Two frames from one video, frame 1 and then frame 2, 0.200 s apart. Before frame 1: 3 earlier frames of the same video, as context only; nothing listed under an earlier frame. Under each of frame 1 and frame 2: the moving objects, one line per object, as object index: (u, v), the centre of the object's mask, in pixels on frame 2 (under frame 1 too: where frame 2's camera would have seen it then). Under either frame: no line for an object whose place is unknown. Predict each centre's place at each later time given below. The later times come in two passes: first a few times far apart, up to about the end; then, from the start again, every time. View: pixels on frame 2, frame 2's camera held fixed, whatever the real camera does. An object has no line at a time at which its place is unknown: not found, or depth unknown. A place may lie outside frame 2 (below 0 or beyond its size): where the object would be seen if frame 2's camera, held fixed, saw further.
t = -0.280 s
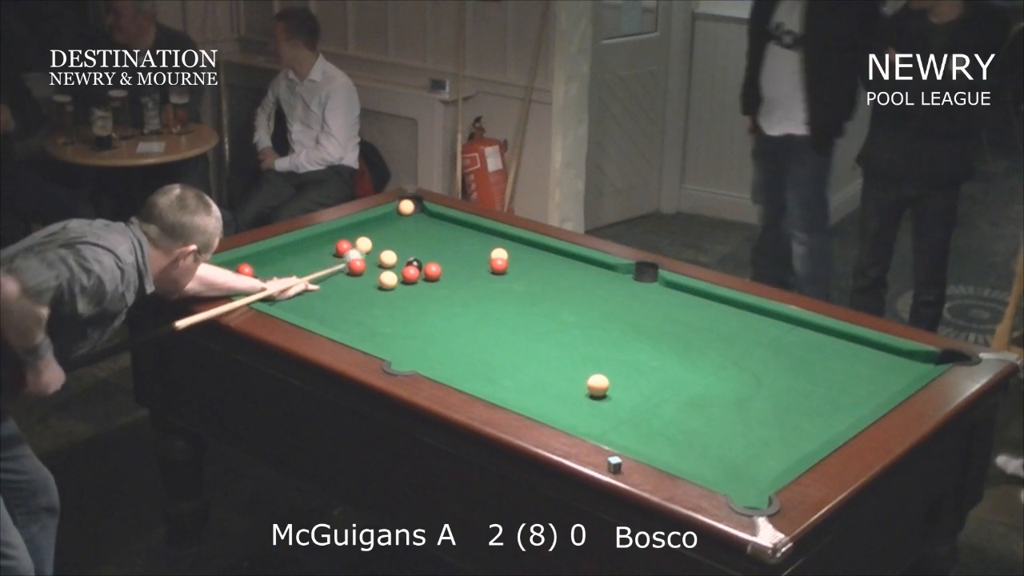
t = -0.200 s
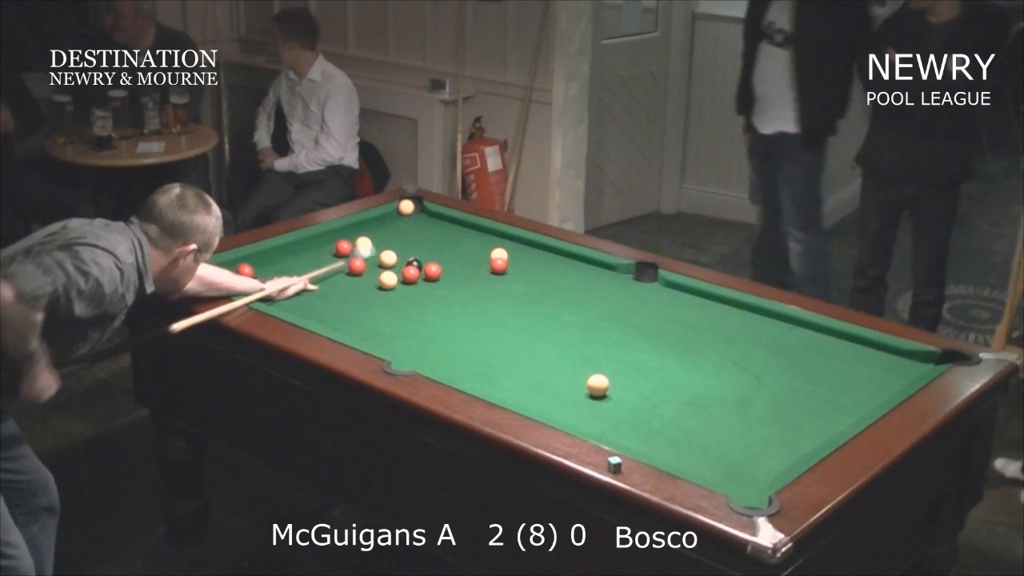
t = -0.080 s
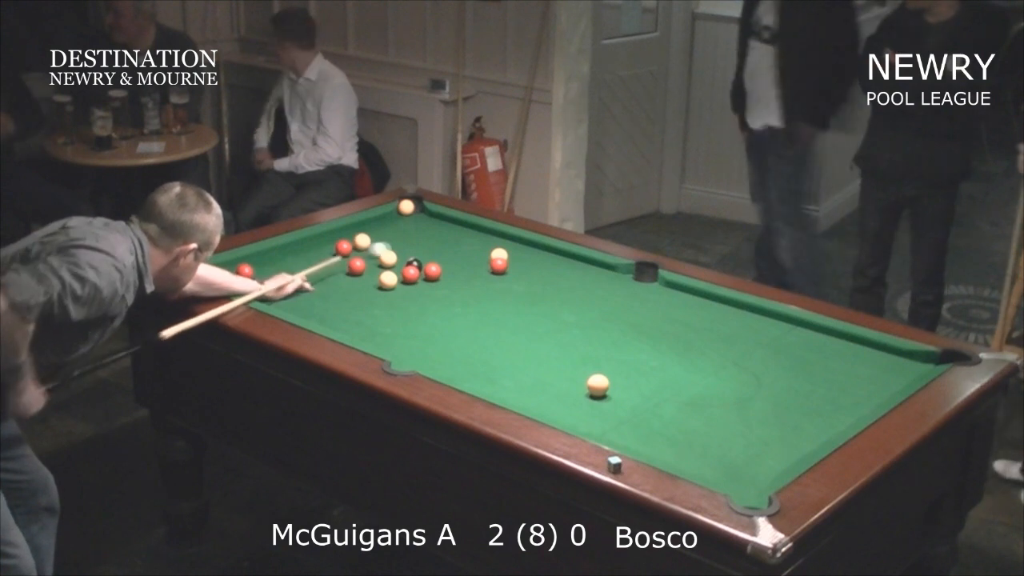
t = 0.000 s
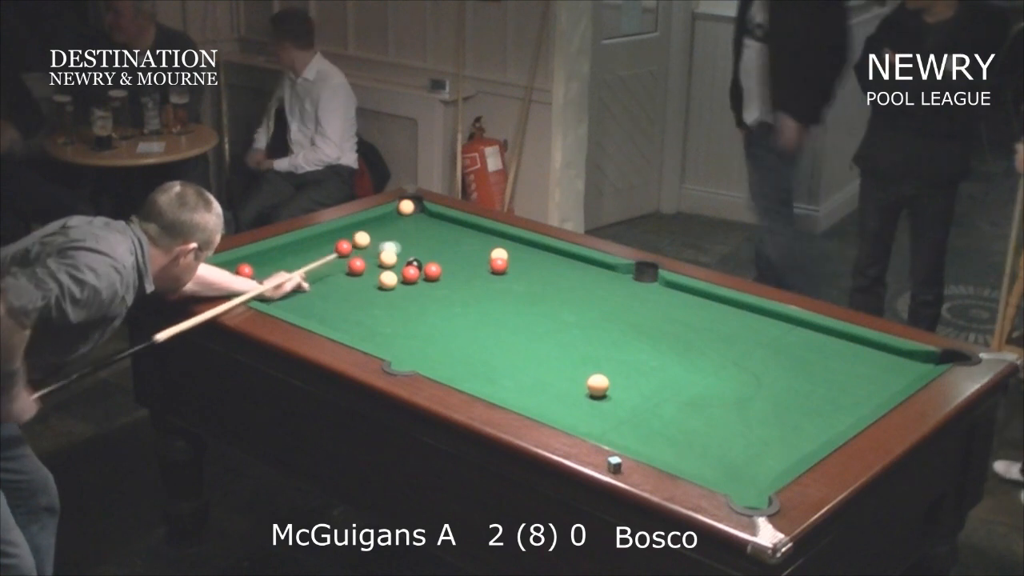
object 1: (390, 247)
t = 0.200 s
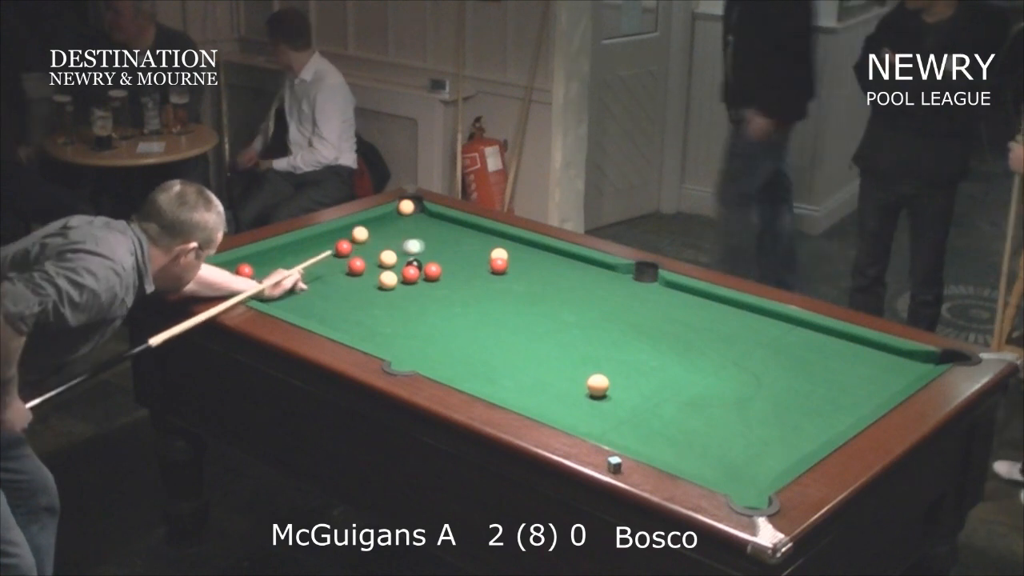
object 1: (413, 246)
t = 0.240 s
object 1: (418, 246)
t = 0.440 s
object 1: (439, 244)
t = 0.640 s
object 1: (459, 242)
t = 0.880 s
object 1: (481, 239)
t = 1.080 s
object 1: (497, 238)
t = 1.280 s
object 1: (508, 238)
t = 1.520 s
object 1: (505, 241)
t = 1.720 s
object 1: (504, 243)
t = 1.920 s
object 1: (503, 245)
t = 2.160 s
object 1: (503, 247)
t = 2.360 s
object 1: (503, 248)
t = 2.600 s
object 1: (503, 248)
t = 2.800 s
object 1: (503, 249)
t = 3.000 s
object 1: (503, 249)
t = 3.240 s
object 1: (503, 249)
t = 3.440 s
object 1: (502, 249)
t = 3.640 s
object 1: (502, 249)
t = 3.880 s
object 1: (502, 249)
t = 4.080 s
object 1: (502, 250)
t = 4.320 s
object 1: (501, 250)
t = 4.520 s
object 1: (501, 250)
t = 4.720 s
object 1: (501, 250)
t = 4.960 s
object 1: (502, 250)
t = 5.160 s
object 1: (502, 250)
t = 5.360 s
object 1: (501, 250)
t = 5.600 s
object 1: (501, 250)
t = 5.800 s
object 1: (501, 250)
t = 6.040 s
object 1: (501, 250)
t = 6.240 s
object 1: (501, 250)
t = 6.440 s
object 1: (501, 250)
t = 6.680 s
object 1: (501, 250)
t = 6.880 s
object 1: (501, 250)
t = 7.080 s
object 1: (501, 250)
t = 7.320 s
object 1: (501, 250)
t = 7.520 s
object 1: (501, 250)
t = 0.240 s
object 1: (418, 246)
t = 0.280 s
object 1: (422, 245)
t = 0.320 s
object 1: (427, 245)
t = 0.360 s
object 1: (431, 244)
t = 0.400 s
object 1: (435, 244)
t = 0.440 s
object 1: (439, 244)
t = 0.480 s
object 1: (443, 243)
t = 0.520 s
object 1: (448, 243)
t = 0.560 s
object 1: (452, 243)
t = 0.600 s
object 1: (456, 242)
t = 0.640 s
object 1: (459, 242)
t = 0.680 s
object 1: (463, 241)
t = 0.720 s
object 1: (467, 241)
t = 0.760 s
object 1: (471, 241)
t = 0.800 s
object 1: (474, 240)
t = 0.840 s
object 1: (477, 240)
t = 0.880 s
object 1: (481, 239)
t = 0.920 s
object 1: (485, 239)
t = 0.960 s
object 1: (488, 239)
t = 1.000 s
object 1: (491, 238)
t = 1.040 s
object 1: (494, 238)
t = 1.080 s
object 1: (497, 238)
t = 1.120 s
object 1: (500, 238)
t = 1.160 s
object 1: (503, 237)
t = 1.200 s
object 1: (506, 237)
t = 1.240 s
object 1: (508, 237)
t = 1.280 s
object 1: (508, 238)
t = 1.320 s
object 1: (507, 239)
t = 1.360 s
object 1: (507, 239)
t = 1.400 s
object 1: (507, 240)
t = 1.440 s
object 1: (506, 240)
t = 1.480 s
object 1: (506, 241)
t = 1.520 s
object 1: (505, 241)
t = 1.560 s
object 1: (505, 242)
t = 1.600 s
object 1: (505, 242)
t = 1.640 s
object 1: (504, 242)
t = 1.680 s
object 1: (504, 243)
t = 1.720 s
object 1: (504, 243)
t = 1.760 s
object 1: (504, 243)
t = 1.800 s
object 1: (504, 244)
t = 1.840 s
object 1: (504, 244)
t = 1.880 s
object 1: (503, 245)
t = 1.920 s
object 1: (503, 245)
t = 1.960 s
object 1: (503, 245)
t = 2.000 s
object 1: (503, 246)
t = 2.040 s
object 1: (503, 246)
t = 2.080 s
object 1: (503, 246)
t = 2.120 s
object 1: (503, 246)
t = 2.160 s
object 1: (503, 247)
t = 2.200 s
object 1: (503, 247)
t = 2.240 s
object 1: (503, 247)
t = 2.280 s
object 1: (503, 247)
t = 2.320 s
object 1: (503, 248)
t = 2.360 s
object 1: (503, 248)
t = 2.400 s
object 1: (503, 248)
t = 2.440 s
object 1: (503, 248)
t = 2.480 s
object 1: (503, 248)
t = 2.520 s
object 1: (503, 248)
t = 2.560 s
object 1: (503, 248)
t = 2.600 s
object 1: (503, 248)
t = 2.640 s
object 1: (503, 248)
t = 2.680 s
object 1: (503, 248)
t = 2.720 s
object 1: (502, 248)
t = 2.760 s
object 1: (502, 249)
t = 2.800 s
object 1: (503, 249)
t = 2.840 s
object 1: (503, 249)
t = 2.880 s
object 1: (503, 249)
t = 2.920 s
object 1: (503, 249)
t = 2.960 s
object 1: (503, 249)
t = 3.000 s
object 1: (503, 249)
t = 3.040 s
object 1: (503, 249)
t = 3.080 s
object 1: (503, 249)
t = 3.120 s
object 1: (503, 249)
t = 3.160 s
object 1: (503, 249)
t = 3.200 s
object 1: (503, 249)
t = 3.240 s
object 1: (503, 249)
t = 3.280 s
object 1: (502, 249)
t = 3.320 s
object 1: (502, 249)
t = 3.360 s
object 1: (502, 249)
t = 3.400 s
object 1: (502, 249)
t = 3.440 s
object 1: (502, 249)
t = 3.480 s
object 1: (502, 249)
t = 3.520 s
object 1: (502, 249)
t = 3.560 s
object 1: (502, 249)
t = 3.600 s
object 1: (502, 249)
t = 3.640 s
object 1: (502, 249)
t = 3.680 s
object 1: (502, 249)
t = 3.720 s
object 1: (502, 249)
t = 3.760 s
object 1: (502, 249)
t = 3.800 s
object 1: (502, 249)
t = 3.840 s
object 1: (502, 249)
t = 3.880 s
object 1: (502, 249)
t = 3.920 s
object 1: (502, 249)
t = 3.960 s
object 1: (502, 249)
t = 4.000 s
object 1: (502, 249)
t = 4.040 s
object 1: (502, 249)
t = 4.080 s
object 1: (502, 250)
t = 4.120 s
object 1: (502, 250)
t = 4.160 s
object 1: (502, 250)
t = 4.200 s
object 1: (502, 250)
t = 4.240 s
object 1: (502, 250)
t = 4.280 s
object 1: (502, 250)
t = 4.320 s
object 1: (501, 250)
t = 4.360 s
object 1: (501, 250)
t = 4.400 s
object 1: (501, 250)
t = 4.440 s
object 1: (501, 250)
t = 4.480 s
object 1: (502, 250)
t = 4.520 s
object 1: (501, 250)
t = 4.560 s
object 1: (501, 250)
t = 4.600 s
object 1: (501, 250)
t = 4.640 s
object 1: (501, 250)
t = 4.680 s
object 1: (501, 250)
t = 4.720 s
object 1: (501, 250)
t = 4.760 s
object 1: (502, 250)
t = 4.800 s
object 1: (501, 250)
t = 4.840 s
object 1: (502, 250)
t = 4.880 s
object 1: (502, 250)
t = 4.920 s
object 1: (502, 250)
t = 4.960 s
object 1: (502, 250)
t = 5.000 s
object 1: (502, 250)
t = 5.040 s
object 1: (502, 250)
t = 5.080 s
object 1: (501, 250)
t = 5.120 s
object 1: (502, 250)
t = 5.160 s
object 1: (502, 250)
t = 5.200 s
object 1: (501, 250)
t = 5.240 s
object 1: (501, 250)
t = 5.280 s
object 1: (501, 250)
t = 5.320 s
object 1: (501, 250)
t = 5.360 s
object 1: (501, 250)
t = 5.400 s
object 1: (501, 250)
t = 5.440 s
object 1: (501, 250)
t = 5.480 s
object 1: (501, 250)
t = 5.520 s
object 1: (501, 250)
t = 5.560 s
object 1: (501, 250)
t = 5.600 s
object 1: (501, 250)
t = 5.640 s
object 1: (501, 250)
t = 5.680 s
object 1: (501, 250)
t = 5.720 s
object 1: (501, 250)
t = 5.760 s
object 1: (501, 250)
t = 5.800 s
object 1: (501, 250)
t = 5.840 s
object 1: (501, 250)
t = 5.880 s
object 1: (501, 250)
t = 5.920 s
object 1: (501, 250)
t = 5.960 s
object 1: (501, 250)
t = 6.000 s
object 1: (501, 250)
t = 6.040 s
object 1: (501, 250)
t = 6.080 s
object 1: (501, 250)
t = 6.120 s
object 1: (501, 250)
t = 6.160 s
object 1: (501, 250)
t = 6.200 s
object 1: (501, 250)
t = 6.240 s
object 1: (501, 250)
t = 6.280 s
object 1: (501, 250)
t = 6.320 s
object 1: (501, 250)
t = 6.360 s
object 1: (501, 250)
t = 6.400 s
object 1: (501, 250)
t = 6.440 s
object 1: (501, 250)
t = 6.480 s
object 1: (501, 250)
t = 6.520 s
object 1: (501, 250)
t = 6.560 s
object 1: (501, 250)
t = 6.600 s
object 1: (501, 250)
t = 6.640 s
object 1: (501, 250)
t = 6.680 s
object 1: (501, 250)
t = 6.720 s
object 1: (501, 250)
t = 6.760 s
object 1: (501, 250)
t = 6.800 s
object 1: (501, 250)
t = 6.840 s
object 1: (501, 250)
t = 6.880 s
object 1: (501, 250)
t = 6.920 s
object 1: (501, 250)
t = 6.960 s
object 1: (501, 250)
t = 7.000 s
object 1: (501, 250)
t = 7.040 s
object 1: (501, 250)
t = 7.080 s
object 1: (501, 250)
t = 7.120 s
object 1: (501, 250)
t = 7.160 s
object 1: (501, 250)
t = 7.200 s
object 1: (501, 250)
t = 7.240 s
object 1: (501, 250)
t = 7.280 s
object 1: (501, 250)
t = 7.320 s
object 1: (501, 250)
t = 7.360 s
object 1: (501, 250)
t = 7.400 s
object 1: (501, 250)
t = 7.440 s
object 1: (501, 250)
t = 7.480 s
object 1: (501, 250)
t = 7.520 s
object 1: (501, 250)
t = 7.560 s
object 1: (501, 250)
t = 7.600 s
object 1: (501, 250)
